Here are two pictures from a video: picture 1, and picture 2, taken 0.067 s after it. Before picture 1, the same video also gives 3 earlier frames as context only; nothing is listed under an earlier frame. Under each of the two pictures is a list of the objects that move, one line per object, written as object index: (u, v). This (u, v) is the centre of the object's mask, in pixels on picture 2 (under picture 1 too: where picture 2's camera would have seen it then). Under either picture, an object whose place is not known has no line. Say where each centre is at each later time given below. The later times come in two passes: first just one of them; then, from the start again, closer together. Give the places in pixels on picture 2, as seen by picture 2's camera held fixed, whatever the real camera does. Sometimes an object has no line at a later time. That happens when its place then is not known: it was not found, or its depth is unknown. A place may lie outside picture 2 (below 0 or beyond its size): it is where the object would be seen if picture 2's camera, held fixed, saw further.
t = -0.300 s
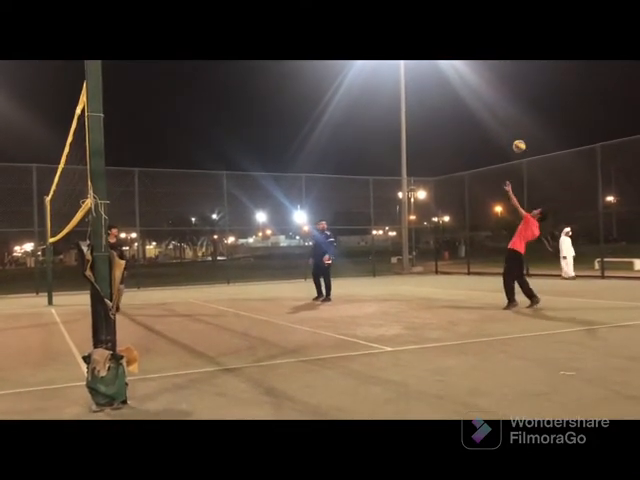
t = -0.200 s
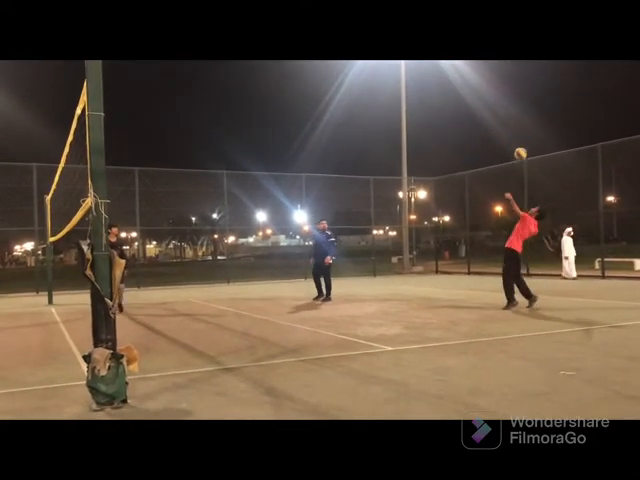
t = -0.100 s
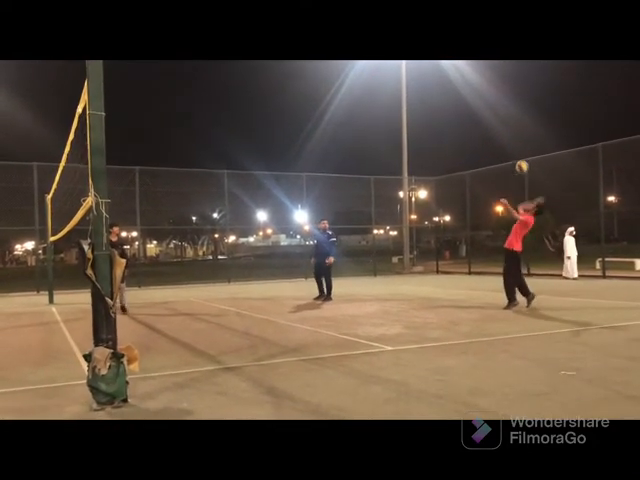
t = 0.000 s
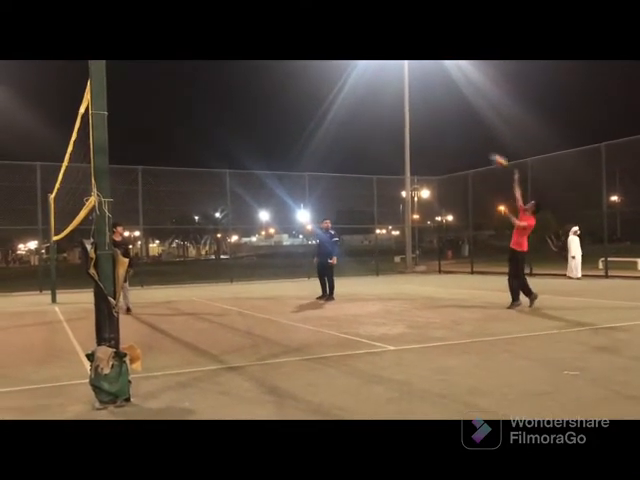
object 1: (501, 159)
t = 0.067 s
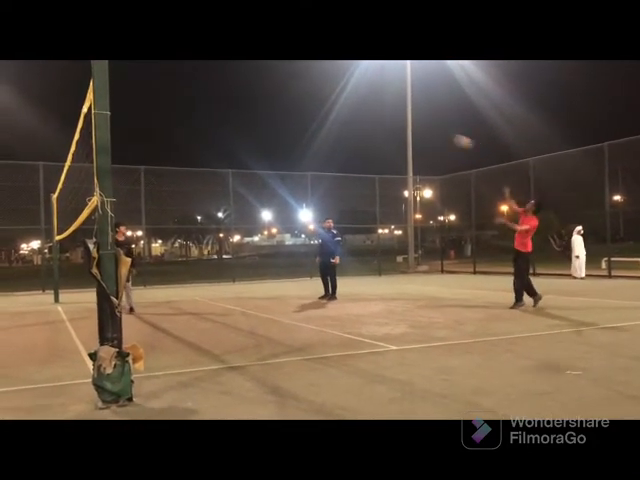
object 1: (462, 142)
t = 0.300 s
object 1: (327, 94)
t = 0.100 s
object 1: (444, 134)
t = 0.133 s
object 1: (425, 126)
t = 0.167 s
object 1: (407, 119)
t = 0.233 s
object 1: (368, 105)
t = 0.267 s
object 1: (349, 99)
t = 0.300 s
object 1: (327, 94)
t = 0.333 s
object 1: (308, 91)
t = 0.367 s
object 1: (288, 89)
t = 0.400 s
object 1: (267, 86)
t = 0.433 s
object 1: (248, 84)
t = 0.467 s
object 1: (228, 83)
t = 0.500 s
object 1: (209, 82)
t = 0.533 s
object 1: (189, 82)
